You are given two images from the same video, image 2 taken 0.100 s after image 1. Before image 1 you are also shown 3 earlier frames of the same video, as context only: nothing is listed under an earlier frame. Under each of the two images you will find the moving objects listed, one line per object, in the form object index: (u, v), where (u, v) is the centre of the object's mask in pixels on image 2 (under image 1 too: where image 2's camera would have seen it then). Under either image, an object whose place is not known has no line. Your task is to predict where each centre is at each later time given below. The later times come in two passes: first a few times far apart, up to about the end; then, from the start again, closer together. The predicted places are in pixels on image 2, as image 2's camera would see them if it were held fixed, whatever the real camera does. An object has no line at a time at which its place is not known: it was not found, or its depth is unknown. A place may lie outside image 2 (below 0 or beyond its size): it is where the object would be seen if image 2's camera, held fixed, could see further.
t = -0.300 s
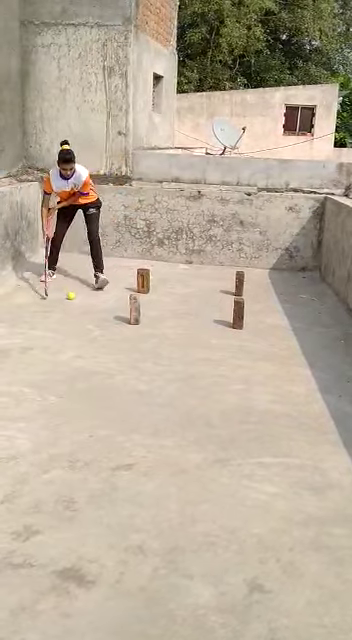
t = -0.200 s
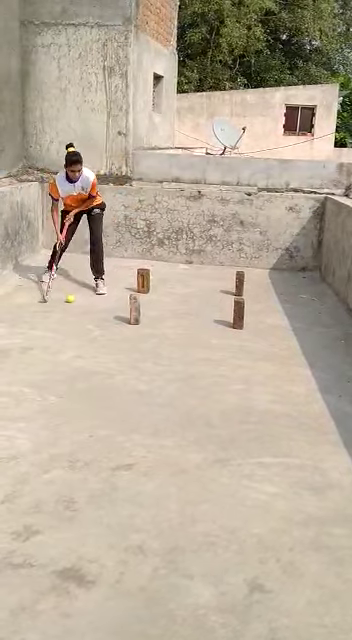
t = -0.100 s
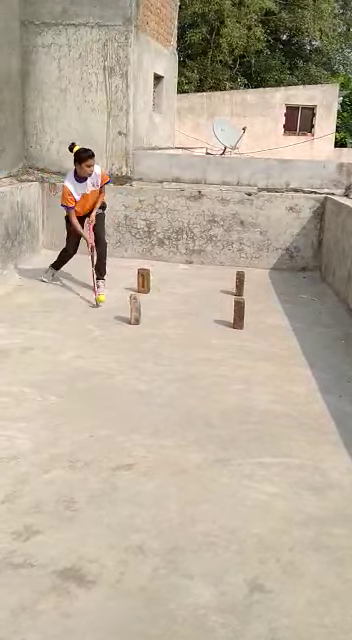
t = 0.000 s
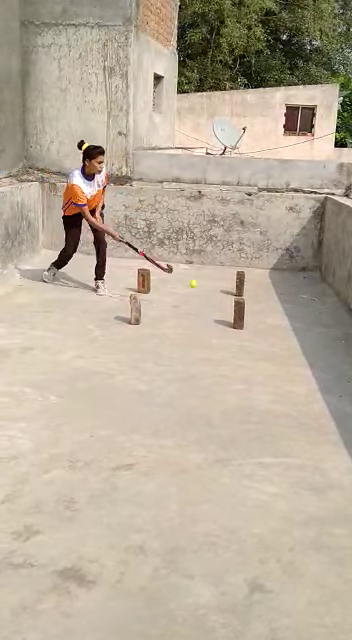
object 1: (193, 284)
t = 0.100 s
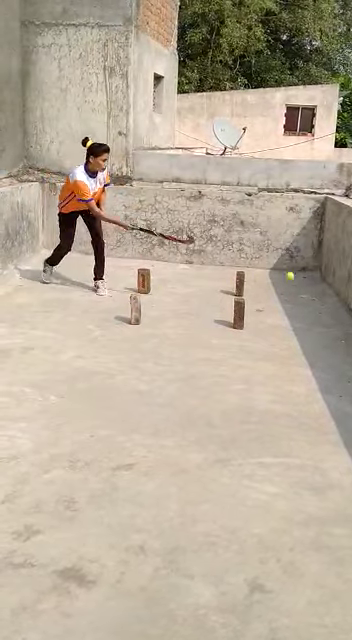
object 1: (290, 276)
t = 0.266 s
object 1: (308, 277)
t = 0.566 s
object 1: (178, 300)
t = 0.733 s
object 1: (123, 310)
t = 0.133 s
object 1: (323, 275)
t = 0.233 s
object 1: (324, 276)
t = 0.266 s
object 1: (308, 277)
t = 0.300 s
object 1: (291, 281)
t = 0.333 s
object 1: (275, 284)
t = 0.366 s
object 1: (257, 291)
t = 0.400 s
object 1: (241, 296)
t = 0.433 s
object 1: (224, 307)
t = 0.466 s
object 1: (211, 310)
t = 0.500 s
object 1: (200, 306)
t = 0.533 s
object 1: (188, 302)
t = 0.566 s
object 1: (178, 300)
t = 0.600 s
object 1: (167, 299)
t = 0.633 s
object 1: (156, 299)
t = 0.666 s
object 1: (146, 301)
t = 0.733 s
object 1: (123, 310)
